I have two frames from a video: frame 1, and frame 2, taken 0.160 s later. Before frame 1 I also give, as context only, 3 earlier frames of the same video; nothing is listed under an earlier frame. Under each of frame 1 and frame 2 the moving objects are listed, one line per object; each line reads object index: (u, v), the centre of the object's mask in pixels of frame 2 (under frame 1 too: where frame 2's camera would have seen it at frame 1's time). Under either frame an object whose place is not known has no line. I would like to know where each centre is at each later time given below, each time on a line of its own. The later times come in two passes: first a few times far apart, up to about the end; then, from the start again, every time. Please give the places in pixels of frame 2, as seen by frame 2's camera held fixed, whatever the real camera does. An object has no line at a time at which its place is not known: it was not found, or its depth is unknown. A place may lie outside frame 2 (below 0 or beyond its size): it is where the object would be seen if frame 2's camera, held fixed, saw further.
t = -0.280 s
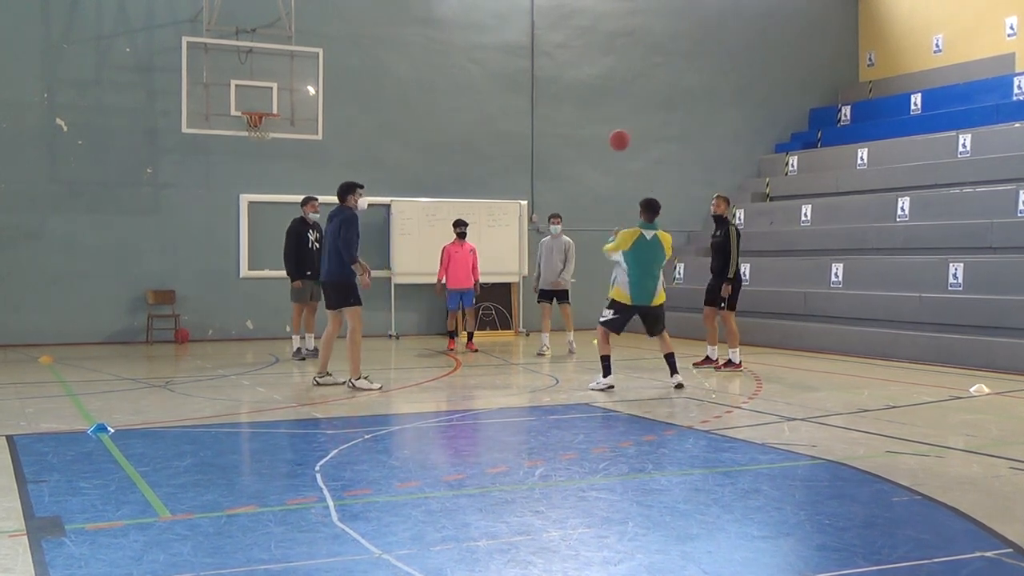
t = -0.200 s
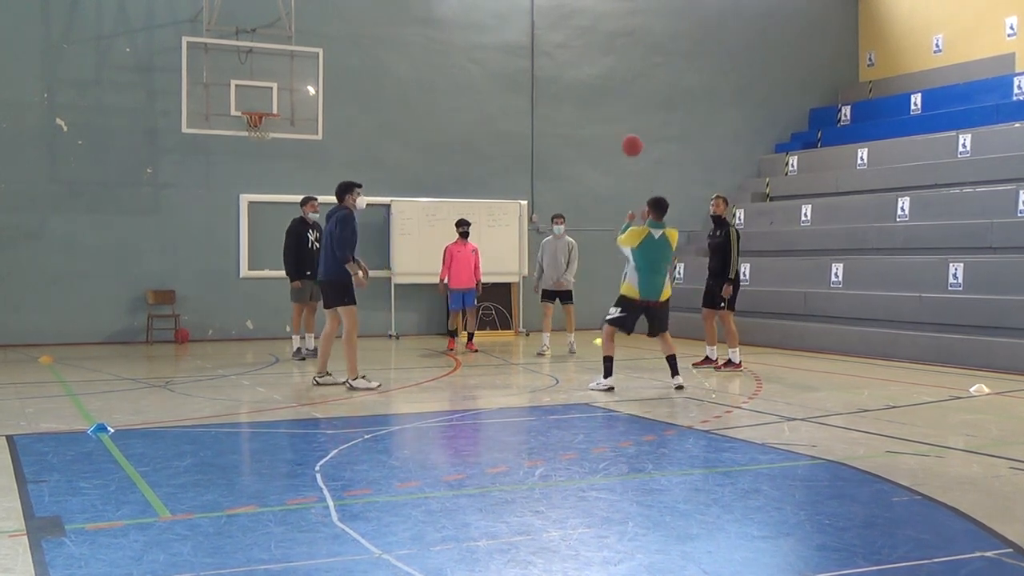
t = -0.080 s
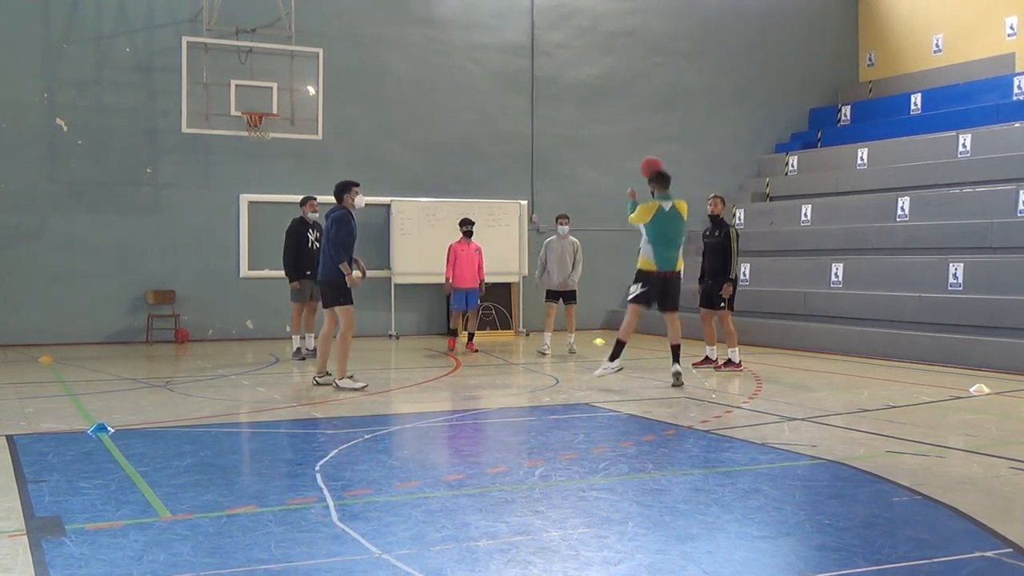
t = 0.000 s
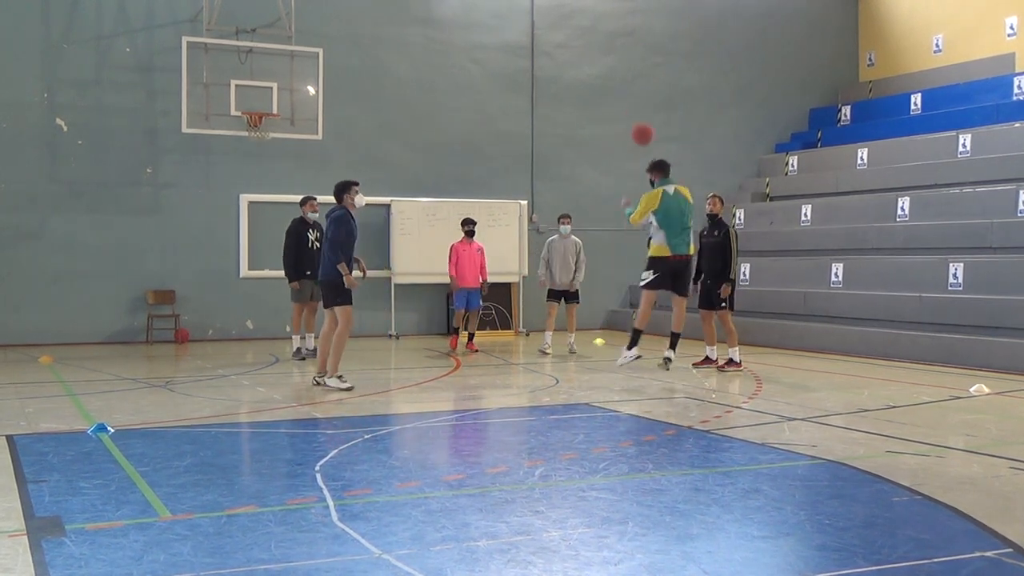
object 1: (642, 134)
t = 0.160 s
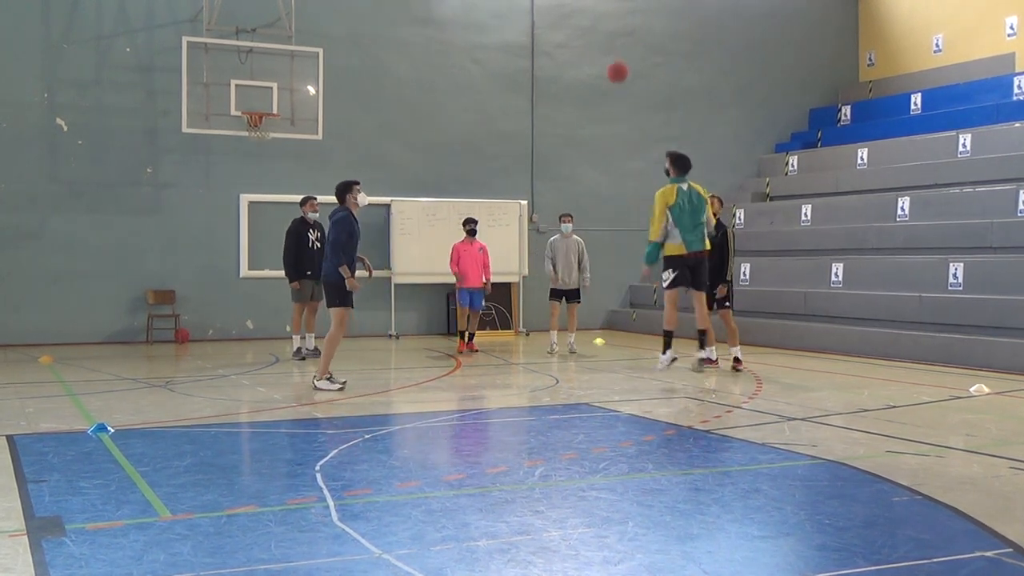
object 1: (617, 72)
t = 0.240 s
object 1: (606, 51)
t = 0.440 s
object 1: (576, 31)
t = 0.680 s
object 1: (543, 63)
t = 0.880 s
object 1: (516, 134)
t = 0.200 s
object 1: (612, 61)
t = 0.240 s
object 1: (606, 51)
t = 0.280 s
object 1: (600, 44)
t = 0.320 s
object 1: (594, 38)
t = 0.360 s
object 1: (588, 34)
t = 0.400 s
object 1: (582, 32)
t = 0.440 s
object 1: (576, 31)
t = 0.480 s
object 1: (571, 32)
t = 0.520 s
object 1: (565, 35)
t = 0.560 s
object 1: (559, 40)
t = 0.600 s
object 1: (554, 46)
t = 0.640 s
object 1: (548, 54)
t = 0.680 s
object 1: (543, 63)
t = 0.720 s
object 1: (537, 74)
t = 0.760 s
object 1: (532, 87)
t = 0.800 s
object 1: (526, 100)
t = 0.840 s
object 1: (521, 117)
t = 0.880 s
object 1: (516, 134)
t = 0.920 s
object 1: (511, 152)
